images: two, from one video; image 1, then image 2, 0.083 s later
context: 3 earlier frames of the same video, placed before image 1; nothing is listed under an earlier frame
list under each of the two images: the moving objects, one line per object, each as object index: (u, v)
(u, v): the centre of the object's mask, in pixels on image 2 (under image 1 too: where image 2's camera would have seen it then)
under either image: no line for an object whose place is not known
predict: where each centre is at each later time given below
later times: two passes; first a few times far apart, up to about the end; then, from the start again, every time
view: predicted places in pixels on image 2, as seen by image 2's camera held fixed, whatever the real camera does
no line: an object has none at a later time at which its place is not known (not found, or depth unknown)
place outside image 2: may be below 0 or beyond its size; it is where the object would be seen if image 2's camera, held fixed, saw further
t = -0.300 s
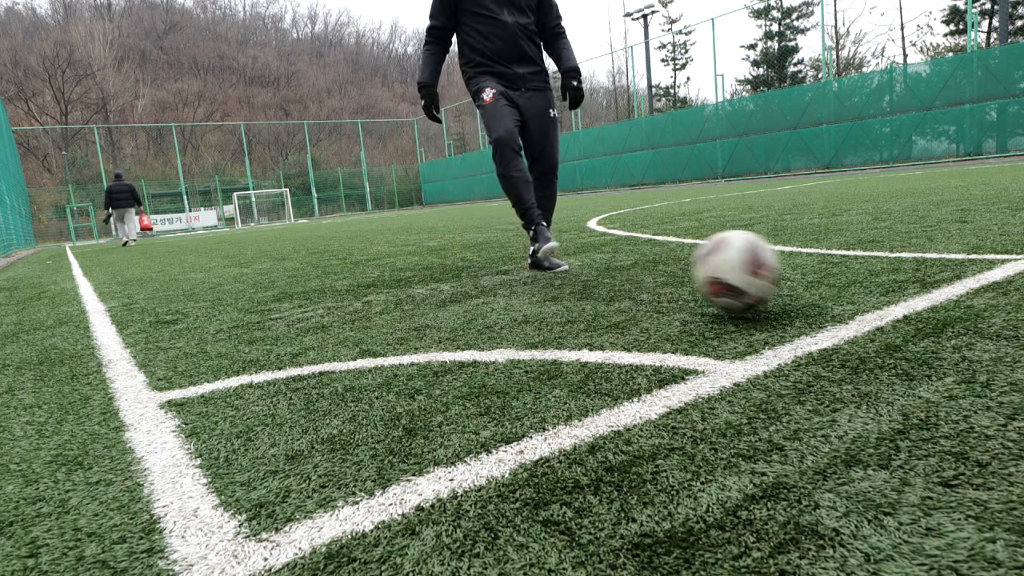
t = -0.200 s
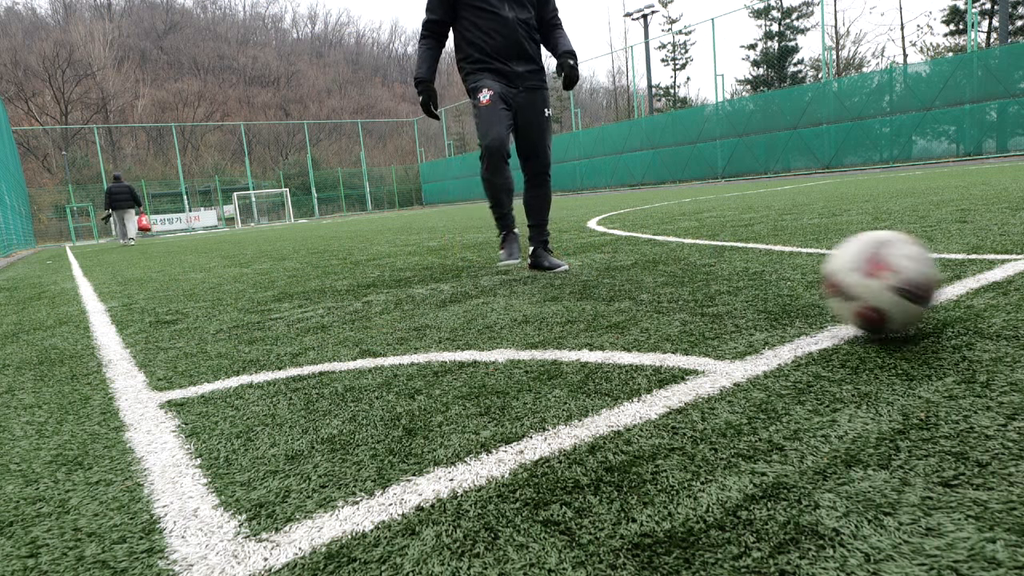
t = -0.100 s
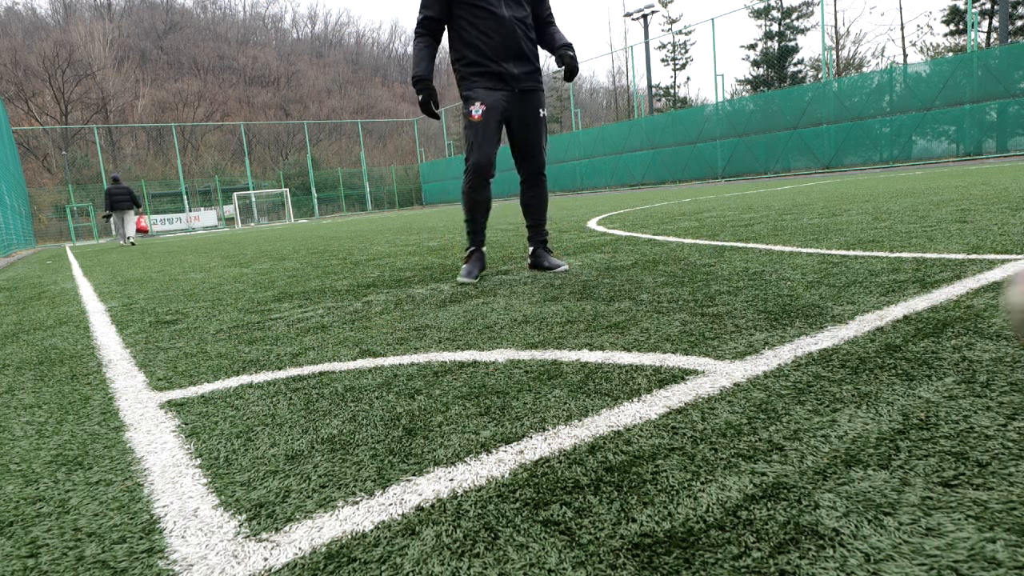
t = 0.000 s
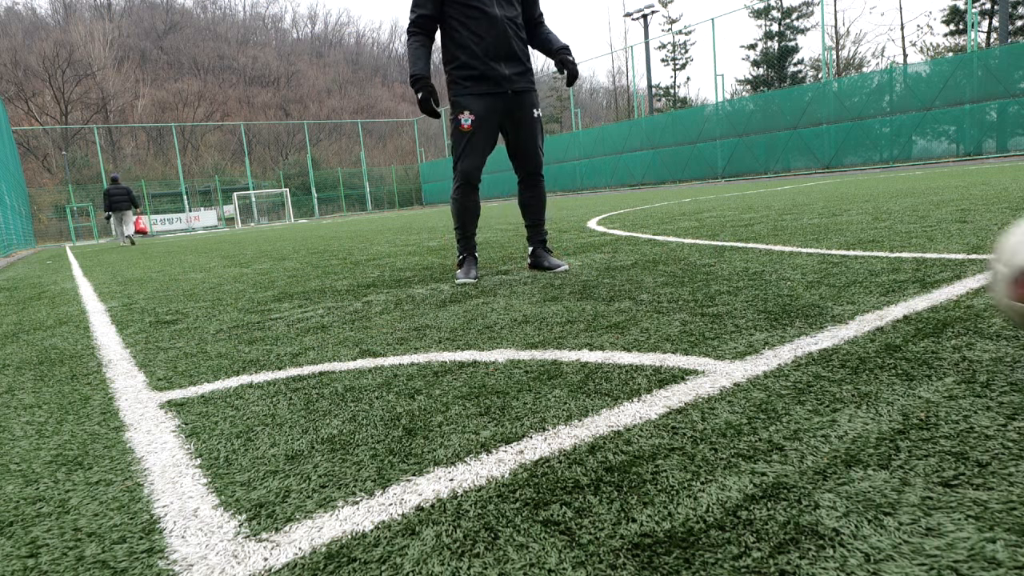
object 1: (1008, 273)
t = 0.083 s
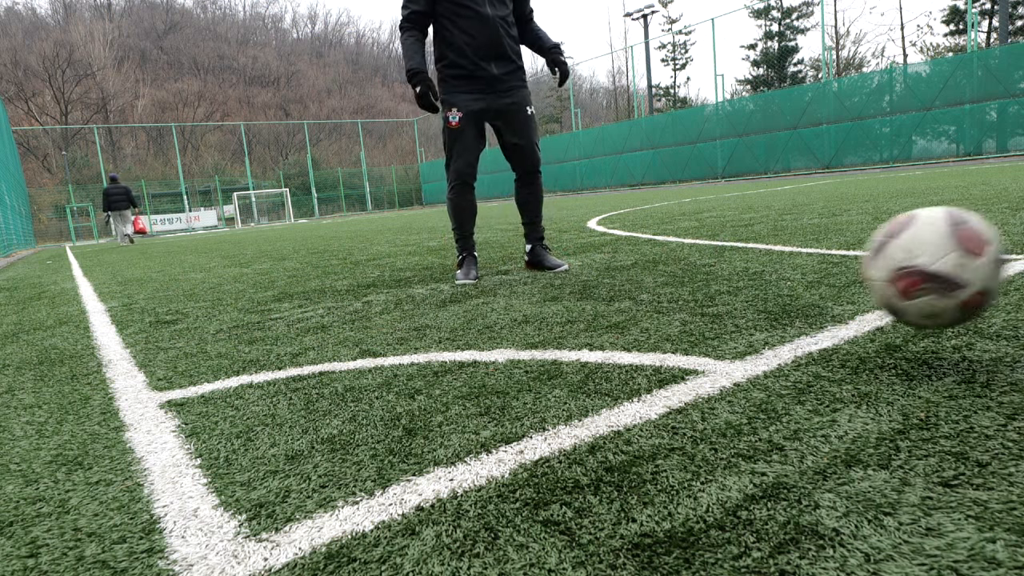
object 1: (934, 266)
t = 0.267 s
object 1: (752, 282)
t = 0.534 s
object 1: (635, 297)
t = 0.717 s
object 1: (572, 299)
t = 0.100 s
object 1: (910, 269)
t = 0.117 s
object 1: (886, 274)
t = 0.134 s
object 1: (864, 280)
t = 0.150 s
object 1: (842, 287)
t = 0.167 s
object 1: (822, 295)
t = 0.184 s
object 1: (803, 302)
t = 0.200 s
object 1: (792, 296)
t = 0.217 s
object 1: (782, 290)
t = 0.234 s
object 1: (772, 287)
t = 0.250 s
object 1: (762, 284)
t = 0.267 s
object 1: (752, 282)
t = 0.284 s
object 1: (743, 282)
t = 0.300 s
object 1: (734, 283)
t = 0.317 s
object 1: (725, 285)
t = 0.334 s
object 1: (716, 288)
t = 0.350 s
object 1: (707, 293)
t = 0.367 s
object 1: (699, 298)
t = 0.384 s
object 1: (692, 299)
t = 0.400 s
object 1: (685, 296)
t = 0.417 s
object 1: (678, 293)
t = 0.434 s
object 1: (672, 291)
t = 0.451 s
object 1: (665, 291)
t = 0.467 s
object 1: (659, 292)
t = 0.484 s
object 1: (654, 294)
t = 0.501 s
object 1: (647, 298)
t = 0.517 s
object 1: (641, 299)
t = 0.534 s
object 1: (635, 297)
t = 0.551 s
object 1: (629, 296)
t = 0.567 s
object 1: (622, 296)
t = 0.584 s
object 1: (617, 297)
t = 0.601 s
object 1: (611, 299)
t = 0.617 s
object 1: (606, 298)
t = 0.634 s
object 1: (600, 297)
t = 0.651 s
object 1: (594, 297)
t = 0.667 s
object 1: (588, 298)
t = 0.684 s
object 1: (583, 297)
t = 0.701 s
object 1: (578, 298)
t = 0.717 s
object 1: (572, 299)
